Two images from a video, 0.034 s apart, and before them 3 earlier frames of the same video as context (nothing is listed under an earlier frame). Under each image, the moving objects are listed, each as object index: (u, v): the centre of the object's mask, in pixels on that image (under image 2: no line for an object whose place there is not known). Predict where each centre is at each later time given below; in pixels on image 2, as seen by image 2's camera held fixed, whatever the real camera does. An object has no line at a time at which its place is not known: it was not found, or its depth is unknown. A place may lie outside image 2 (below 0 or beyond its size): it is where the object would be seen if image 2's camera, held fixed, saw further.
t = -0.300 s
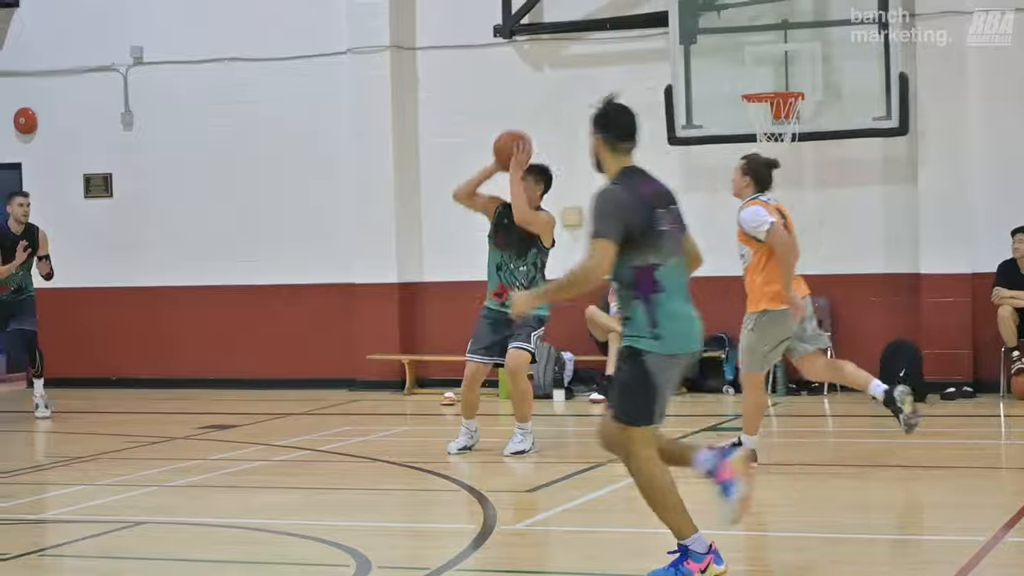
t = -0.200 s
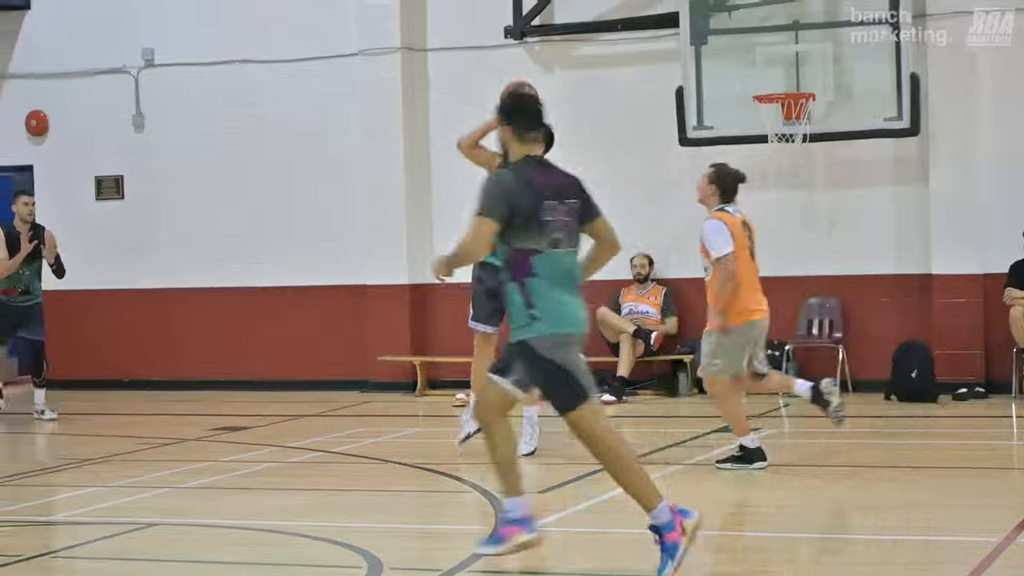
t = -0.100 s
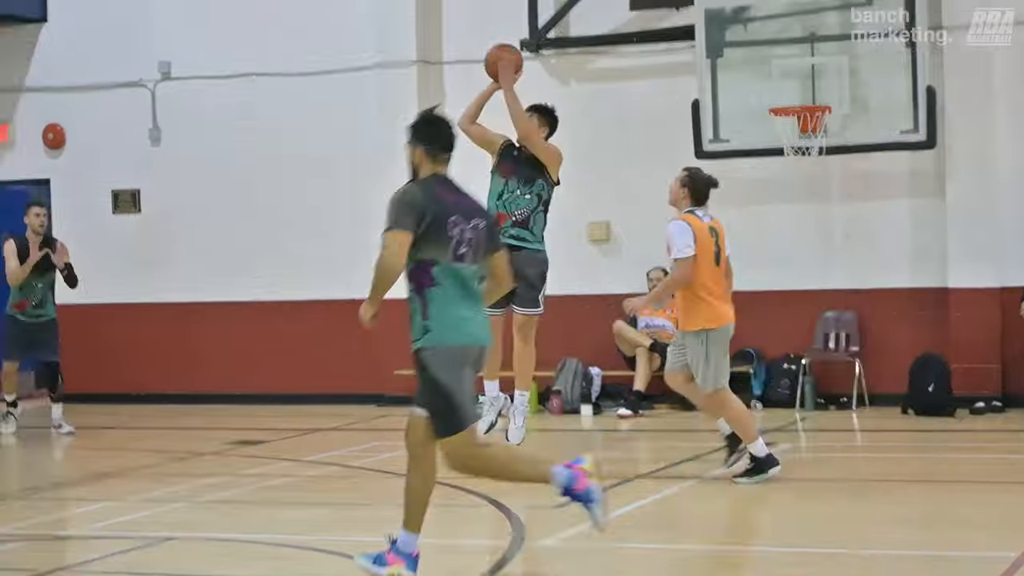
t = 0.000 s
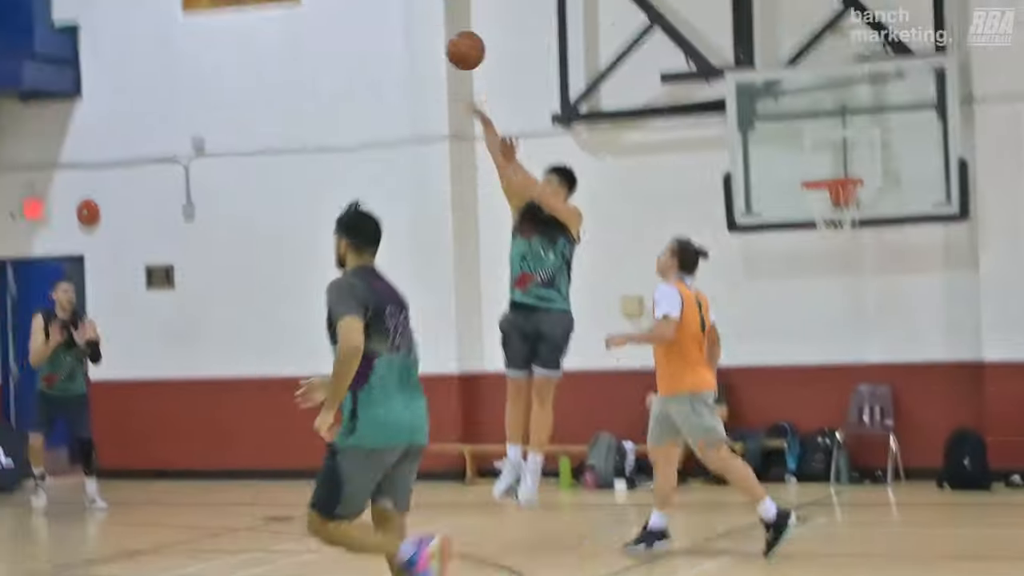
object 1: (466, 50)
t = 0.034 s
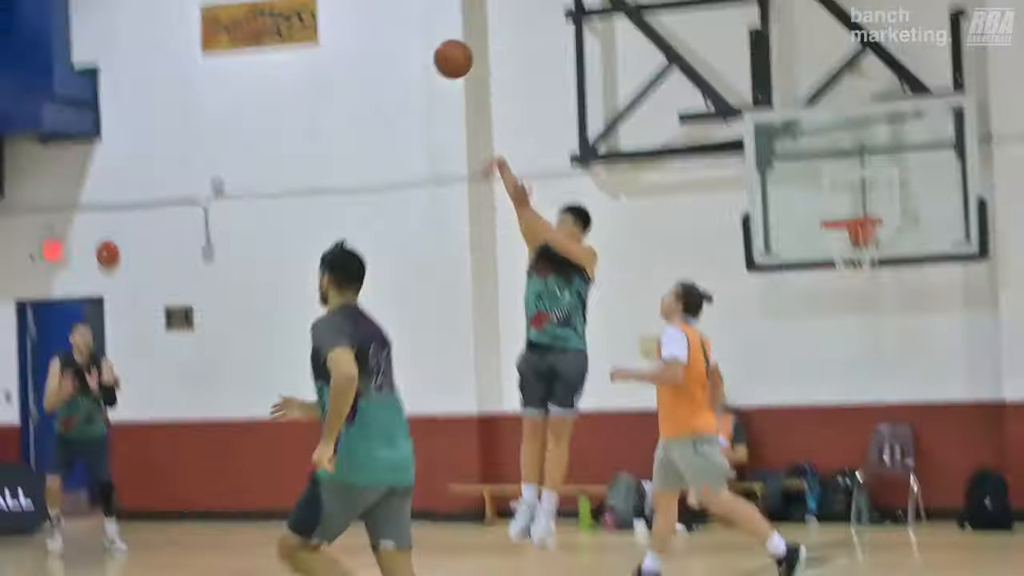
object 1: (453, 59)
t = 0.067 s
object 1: (421, 28)
